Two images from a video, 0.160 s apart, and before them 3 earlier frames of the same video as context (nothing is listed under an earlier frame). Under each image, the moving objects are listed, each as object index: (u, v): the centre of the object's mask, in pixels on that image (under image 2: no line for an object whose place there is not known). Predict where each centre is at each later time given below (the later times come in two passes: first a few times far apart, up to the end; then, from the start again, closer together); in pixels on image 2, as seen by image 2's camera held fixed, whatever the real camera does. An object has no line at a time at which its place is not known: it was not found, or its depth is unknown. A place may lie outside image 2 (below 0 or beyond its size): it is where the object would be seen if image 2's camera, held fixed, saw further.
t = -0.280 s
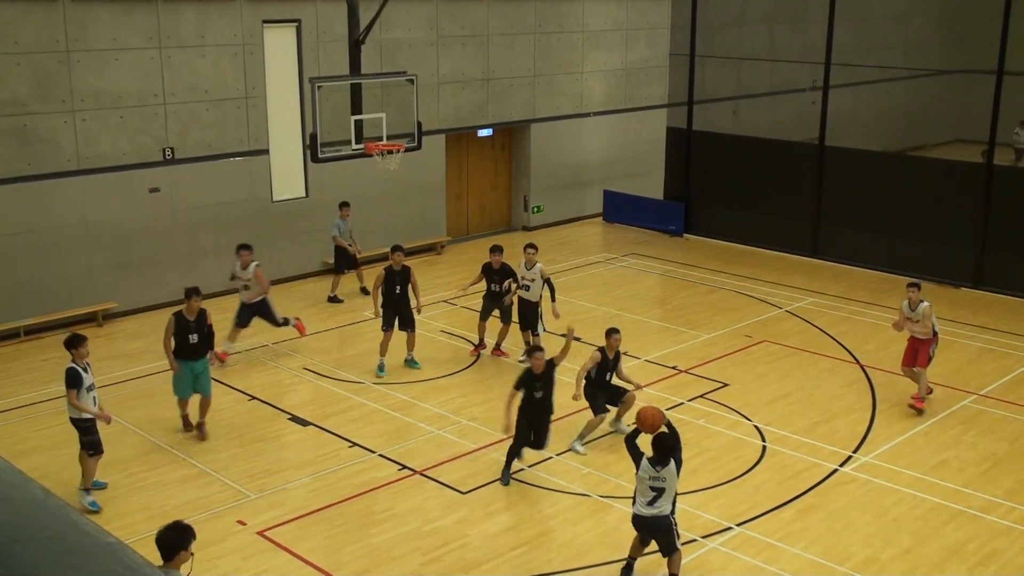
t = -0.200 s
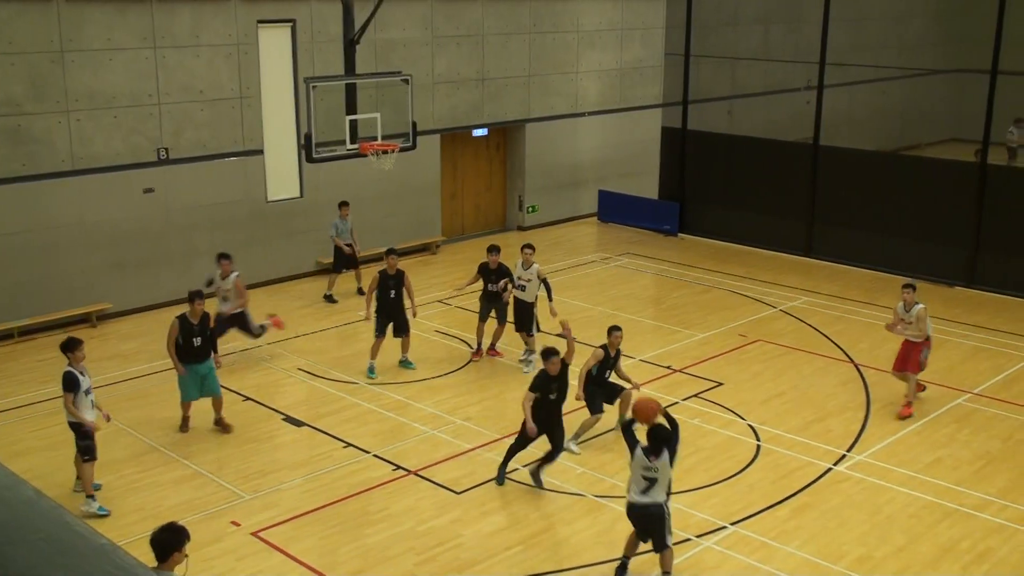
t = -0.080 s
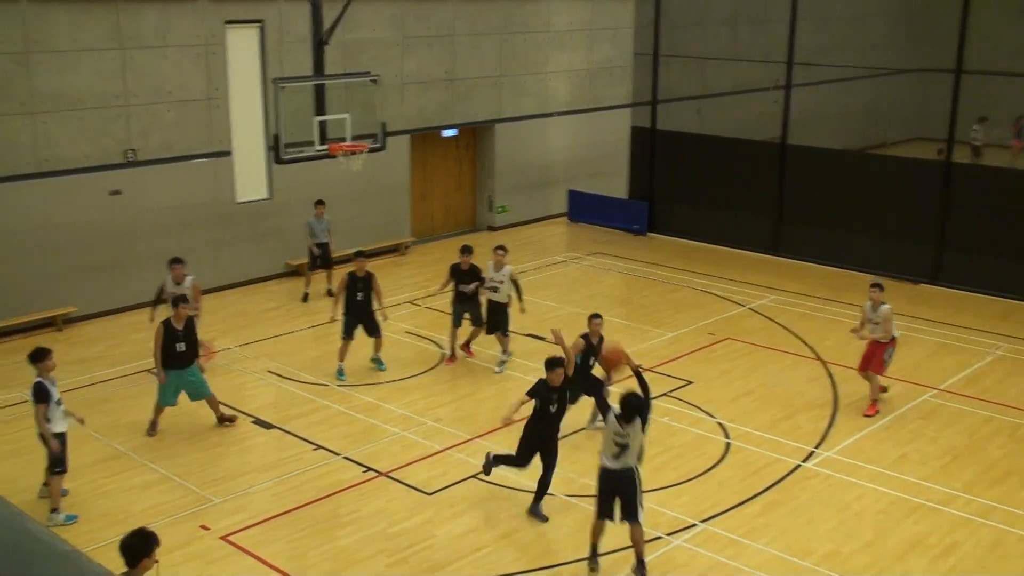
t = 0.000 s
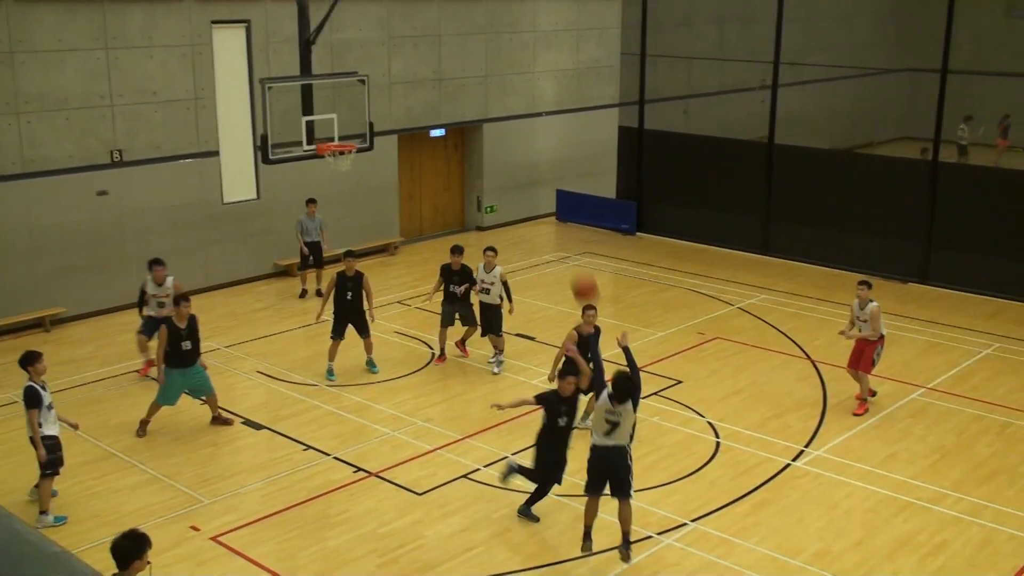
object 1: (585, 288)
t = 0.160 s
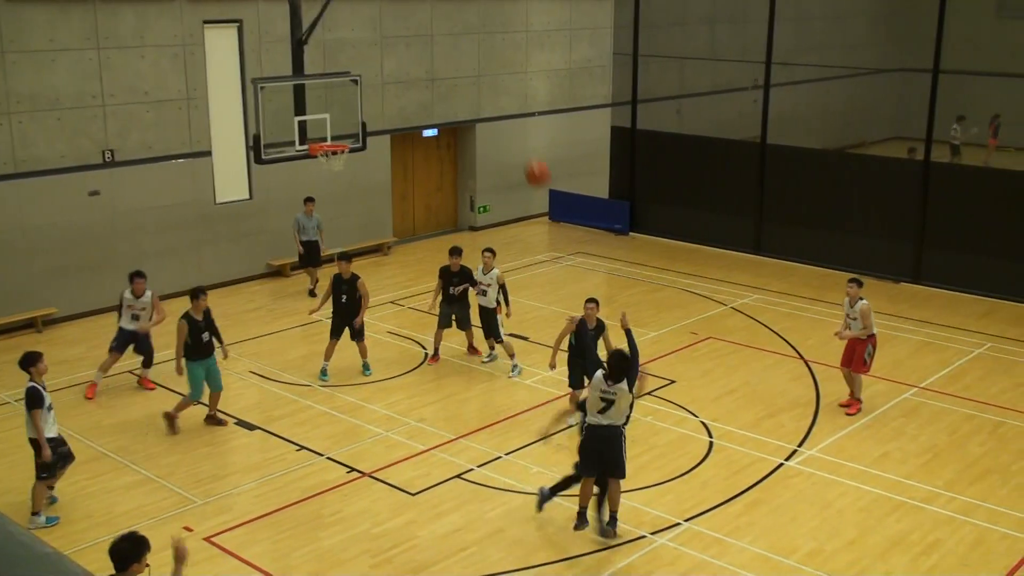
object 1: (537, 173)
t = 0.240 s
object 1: (519, 129)
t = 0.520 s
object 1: (464, 35)
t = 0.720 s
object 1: (431, 21)
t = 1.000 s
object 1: (396, 55)
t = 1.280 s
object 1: (370, 137)
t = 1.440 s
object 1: (356, 199)
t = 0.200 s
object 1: (528, 150)
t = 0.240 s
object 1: (519, 129)
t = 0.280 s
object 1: (510, 109)
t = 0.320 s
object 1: (501, 92)
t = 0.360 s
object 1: (493, 77)
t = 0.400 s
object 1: (485, 64)
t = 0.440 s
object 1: (478, 52)
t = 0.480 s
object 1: (470, 43)
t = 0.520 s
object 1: (464, 35)
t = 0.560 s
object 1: (457, 29)
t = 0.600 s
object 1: (450, 26)
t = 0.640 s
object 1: (443, 22)
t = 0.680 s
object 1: (437, 21)
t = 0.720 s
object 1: (431, 21)
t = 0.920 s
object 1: (405, 39)
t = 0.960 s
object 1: (401, 46)
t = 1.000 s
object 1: (396, 55)
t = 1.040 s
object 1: (392, 64)
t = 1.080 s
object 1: (388, 75)
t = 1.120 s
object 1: (383, 86)
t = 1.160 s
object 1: (379, 96)
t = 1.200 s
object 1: (377, 110)
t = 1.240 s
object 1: (373, 124)
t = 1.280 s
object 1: (370, 137)
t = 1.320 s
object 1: (366, 152)
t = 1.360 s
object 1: (362, 168)
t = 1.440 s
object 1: (356, 199)
